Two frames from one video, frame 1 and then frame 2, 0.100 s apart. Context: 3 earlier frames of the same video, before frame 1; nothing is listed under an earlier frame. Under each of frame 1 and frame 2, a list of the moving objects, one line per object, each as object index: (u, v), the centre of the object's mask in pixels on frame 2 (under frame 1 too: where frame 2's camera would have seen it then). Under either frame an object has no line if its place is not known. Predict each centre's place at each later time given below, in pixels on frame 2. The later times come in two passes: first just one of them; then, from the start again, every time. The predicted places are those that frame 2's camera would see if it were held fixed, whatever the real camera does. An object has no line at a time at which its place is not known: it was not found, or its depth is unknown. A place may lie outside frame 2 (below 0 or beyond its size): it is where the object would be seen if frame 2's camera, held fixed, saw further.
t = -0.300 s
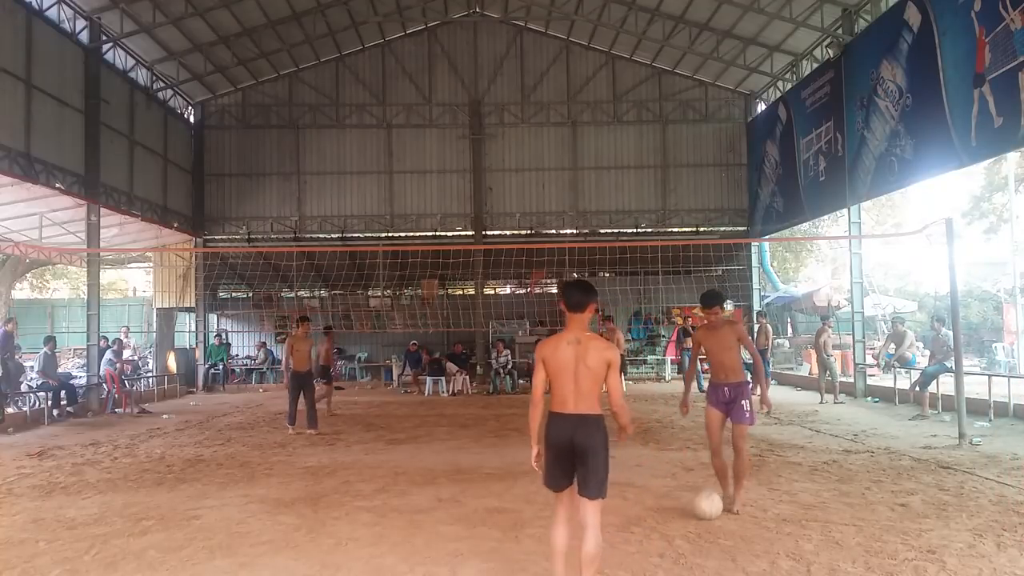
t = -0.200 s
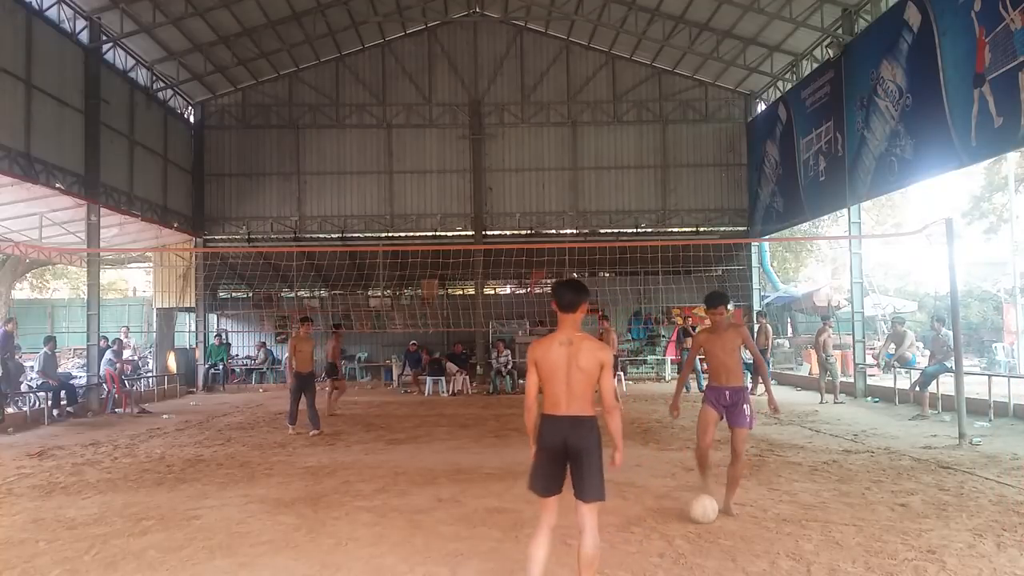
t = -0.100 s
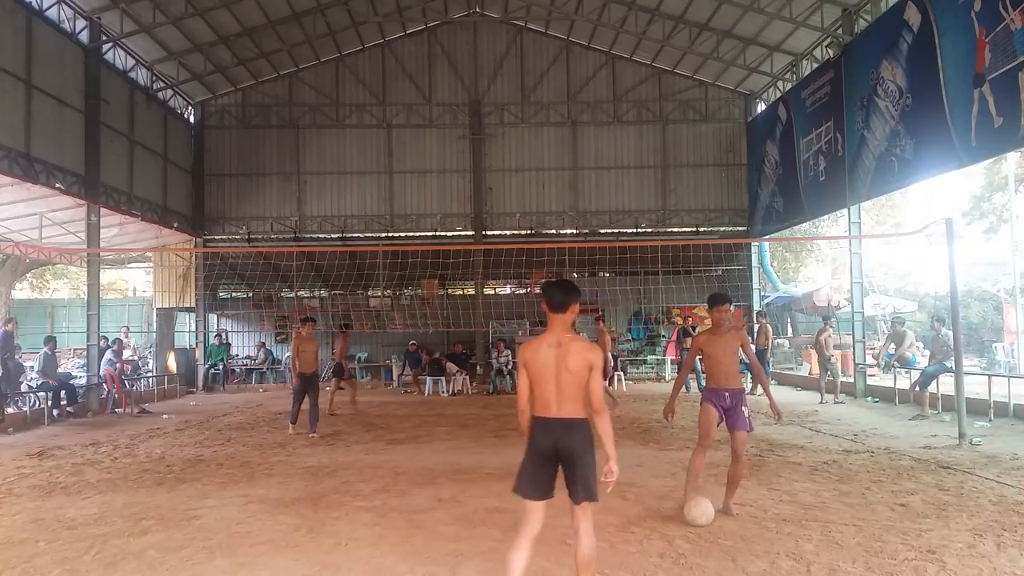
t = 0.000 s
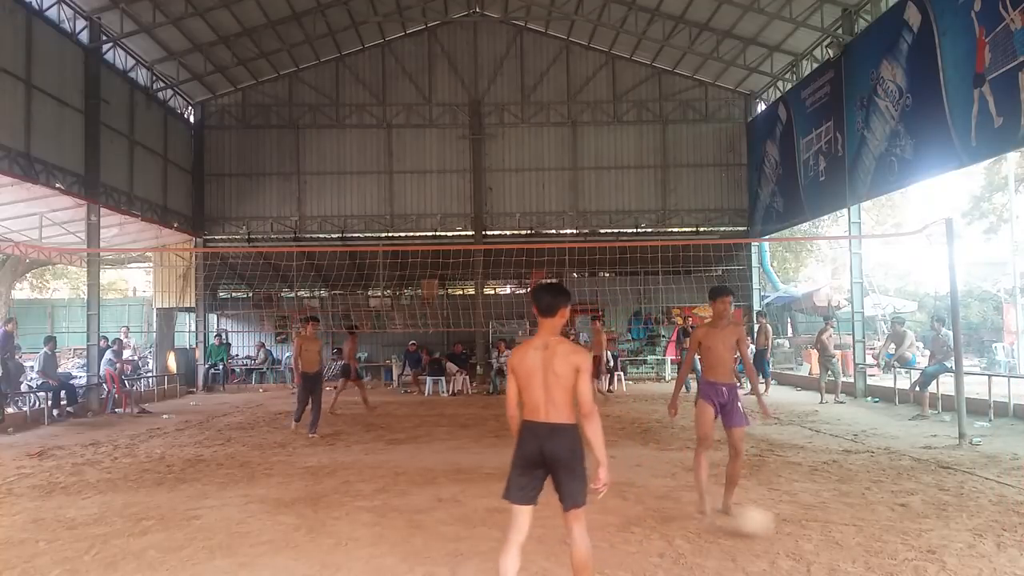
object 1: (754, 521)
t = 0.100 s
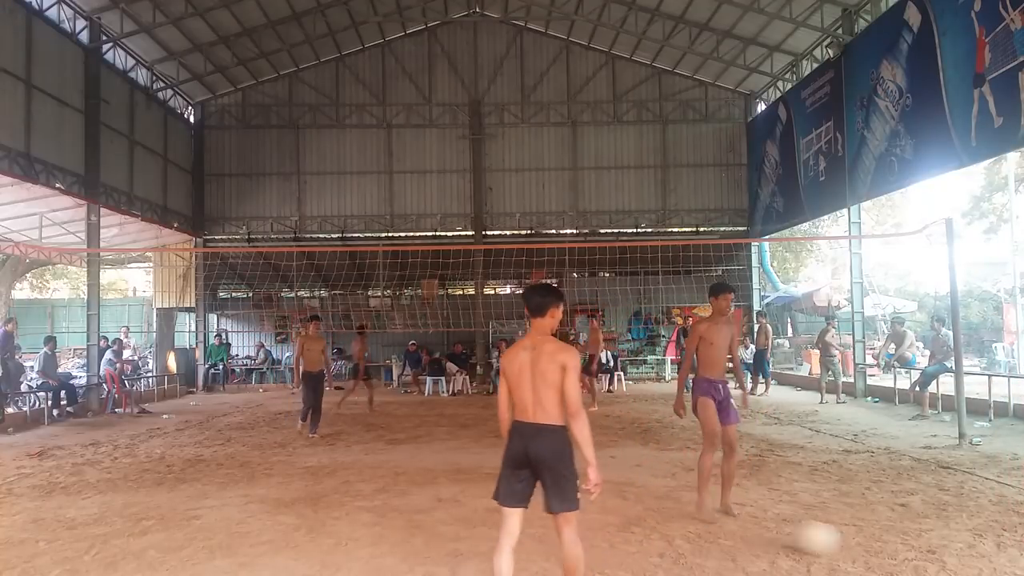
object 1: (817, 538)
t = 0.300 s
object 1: (925, 560)
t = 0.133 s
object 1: (836, 542)
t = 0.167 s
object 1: (854, 546)
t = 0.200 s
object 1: (876, 552)
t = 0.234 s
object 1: (894, 558)
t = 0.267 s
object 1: (908, 558)
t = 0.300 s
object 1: (925, 560)
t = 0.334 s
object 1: (941, 562)
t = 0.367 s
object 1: (958, 565)
